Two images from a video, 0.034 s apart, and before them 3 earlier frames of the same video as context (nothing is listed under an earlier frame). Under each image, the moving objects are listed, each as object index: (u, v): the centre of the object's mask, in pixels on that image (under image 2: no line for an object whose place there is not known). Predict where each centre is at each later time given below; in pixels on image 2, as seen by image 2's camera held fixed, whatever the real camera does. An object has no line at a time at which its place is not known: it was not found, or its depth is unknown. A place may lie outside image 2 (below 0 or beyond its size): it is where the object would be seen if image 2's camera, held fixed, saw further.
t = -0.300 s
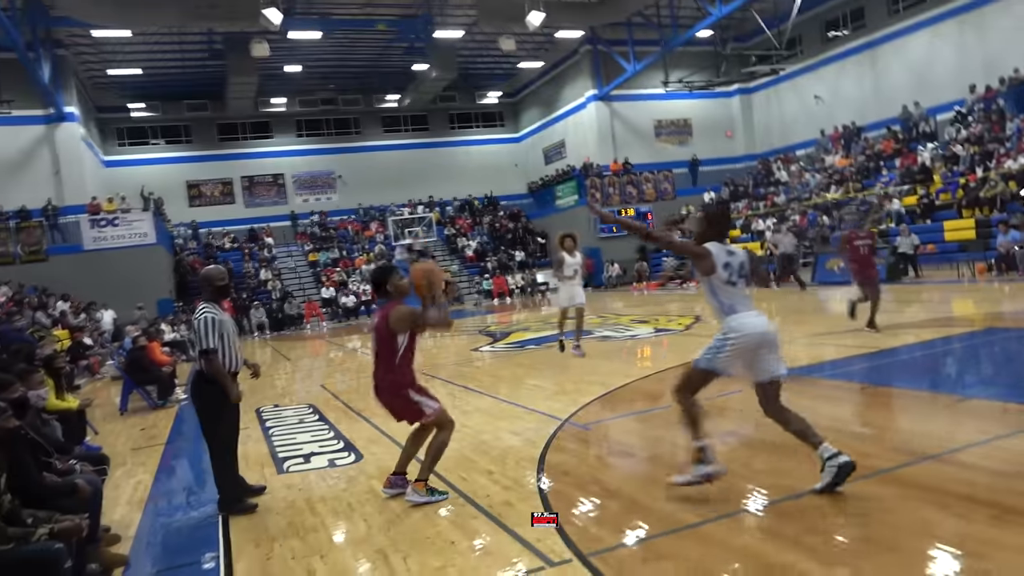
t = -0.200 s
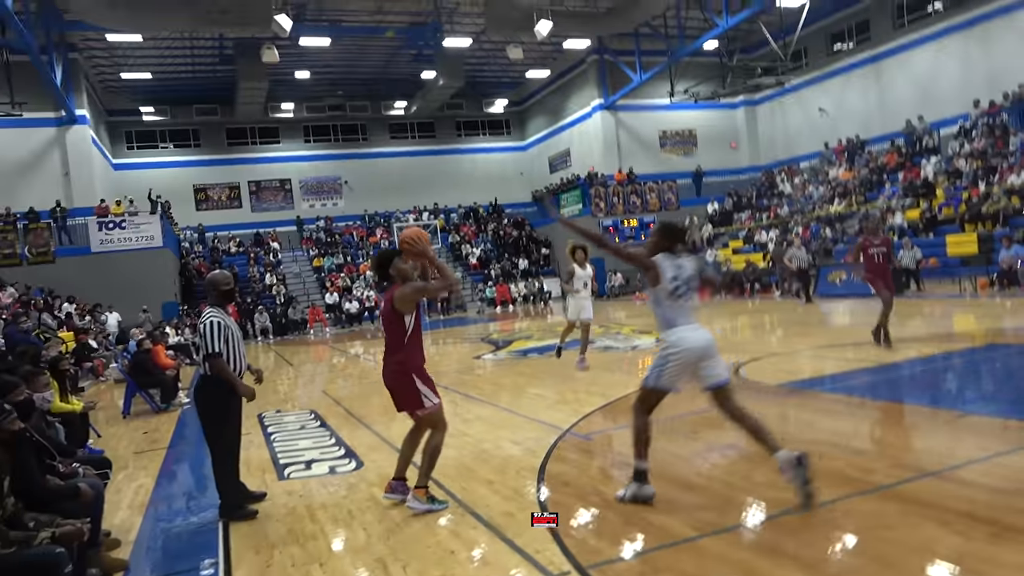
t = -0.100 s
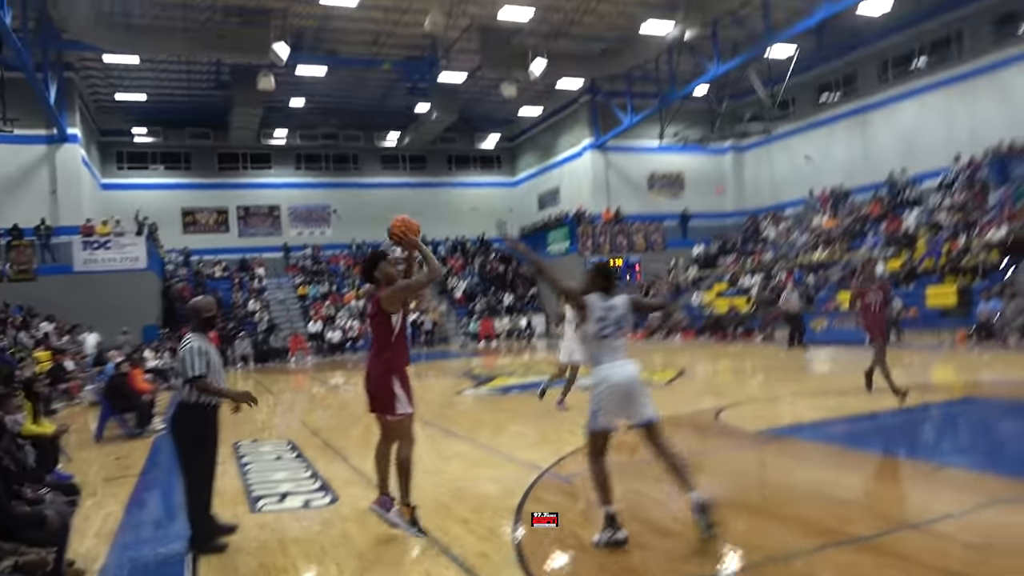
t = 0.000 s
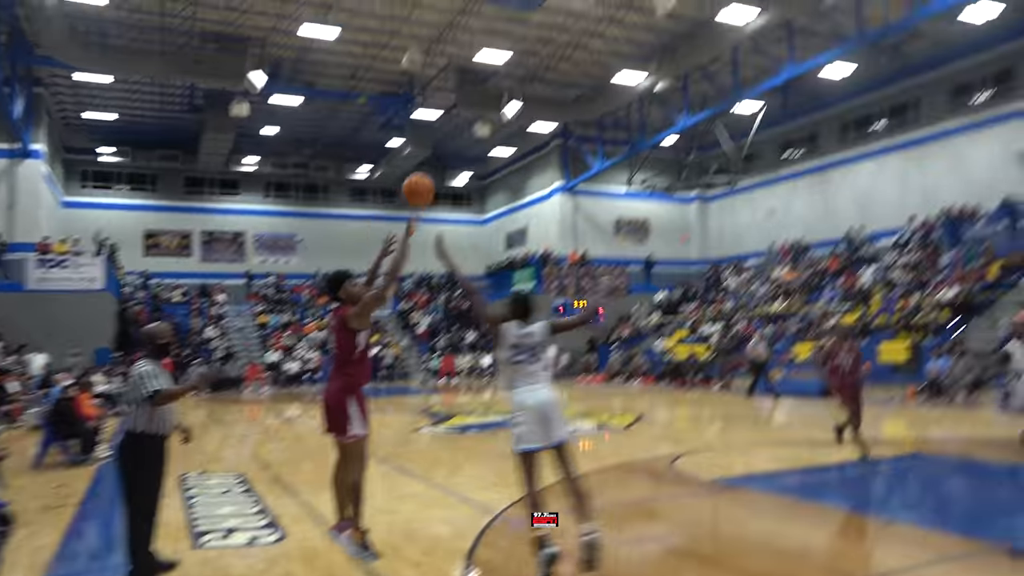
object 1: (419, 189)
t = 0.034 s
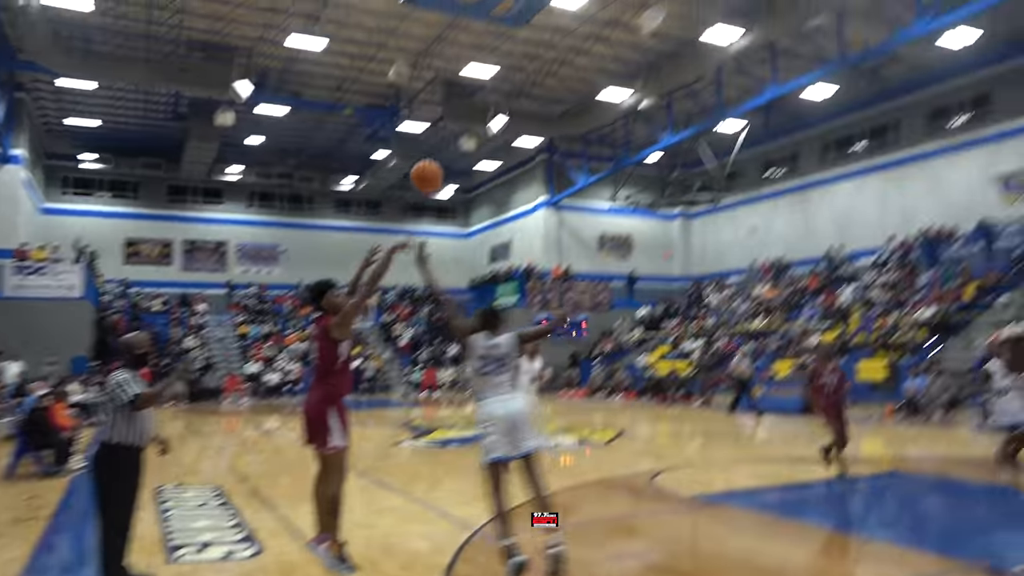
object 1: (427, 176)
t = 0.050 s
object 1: (438, 163)
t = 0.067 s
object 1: (449, 149)
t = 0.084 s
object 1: (462, 135)
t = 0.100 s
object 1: (474, 122)
